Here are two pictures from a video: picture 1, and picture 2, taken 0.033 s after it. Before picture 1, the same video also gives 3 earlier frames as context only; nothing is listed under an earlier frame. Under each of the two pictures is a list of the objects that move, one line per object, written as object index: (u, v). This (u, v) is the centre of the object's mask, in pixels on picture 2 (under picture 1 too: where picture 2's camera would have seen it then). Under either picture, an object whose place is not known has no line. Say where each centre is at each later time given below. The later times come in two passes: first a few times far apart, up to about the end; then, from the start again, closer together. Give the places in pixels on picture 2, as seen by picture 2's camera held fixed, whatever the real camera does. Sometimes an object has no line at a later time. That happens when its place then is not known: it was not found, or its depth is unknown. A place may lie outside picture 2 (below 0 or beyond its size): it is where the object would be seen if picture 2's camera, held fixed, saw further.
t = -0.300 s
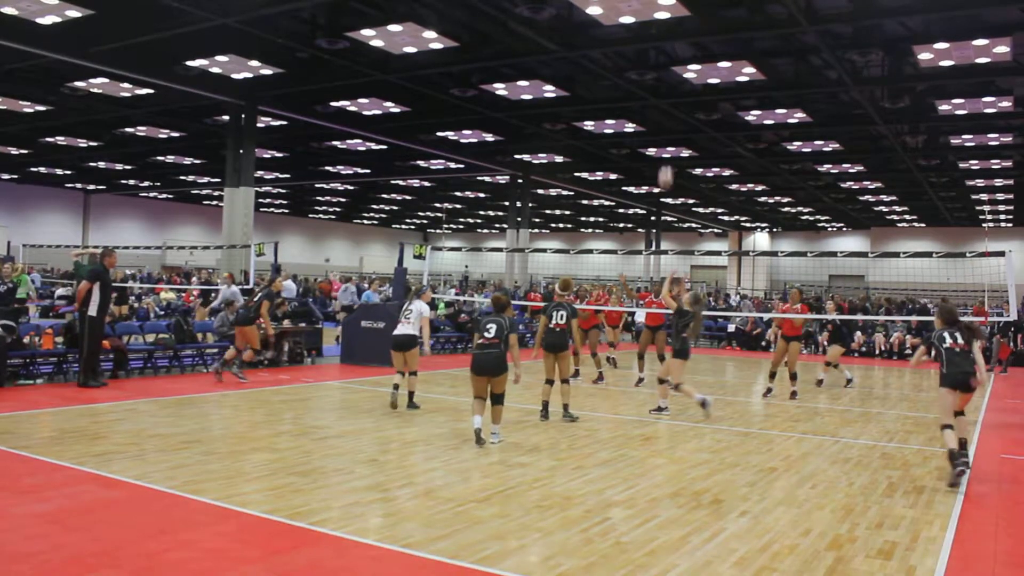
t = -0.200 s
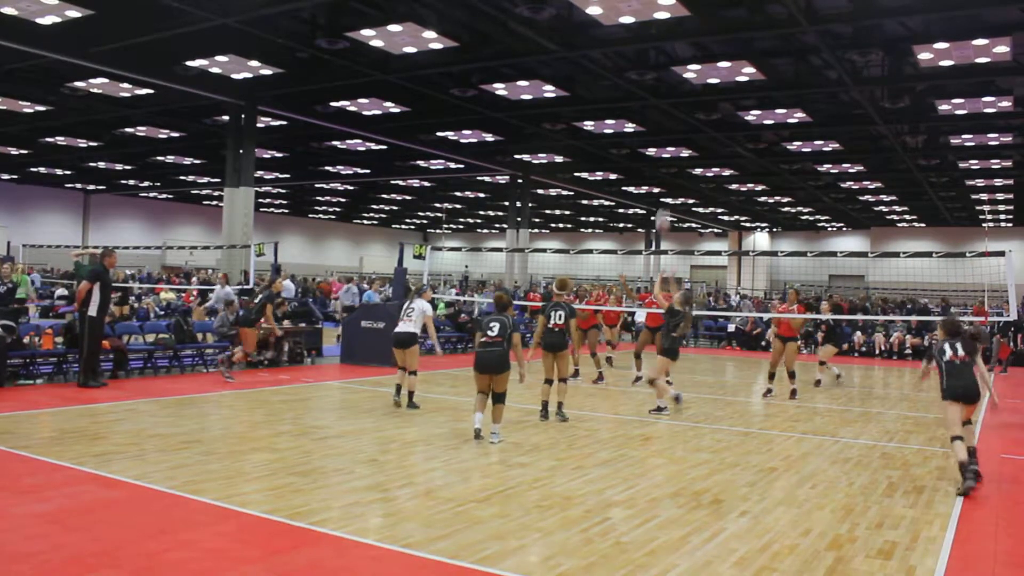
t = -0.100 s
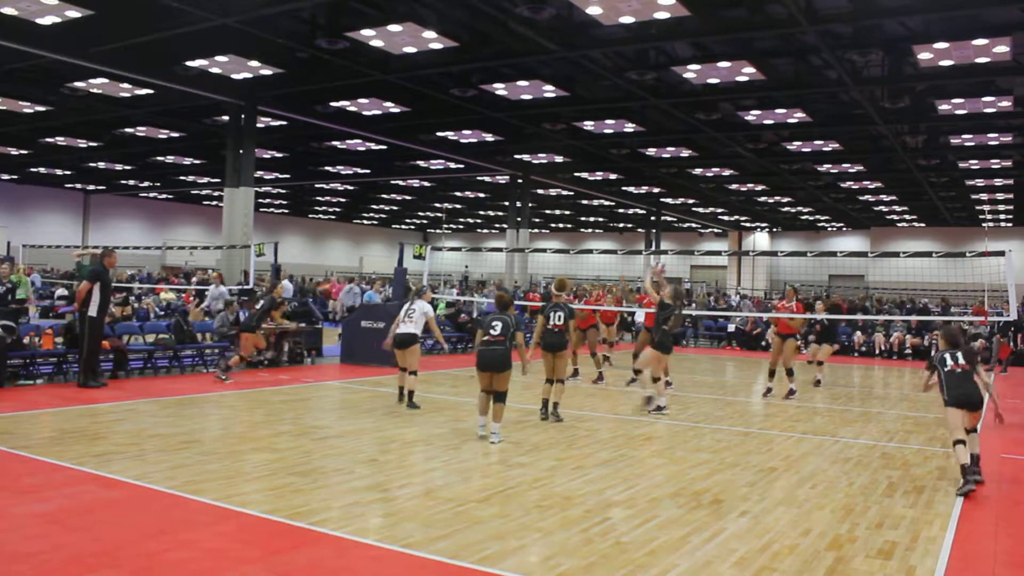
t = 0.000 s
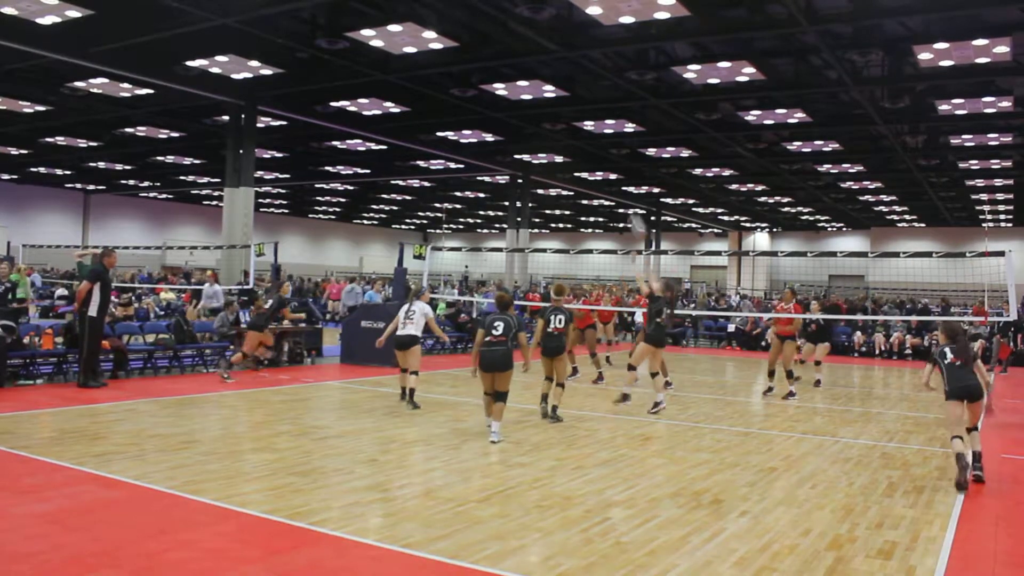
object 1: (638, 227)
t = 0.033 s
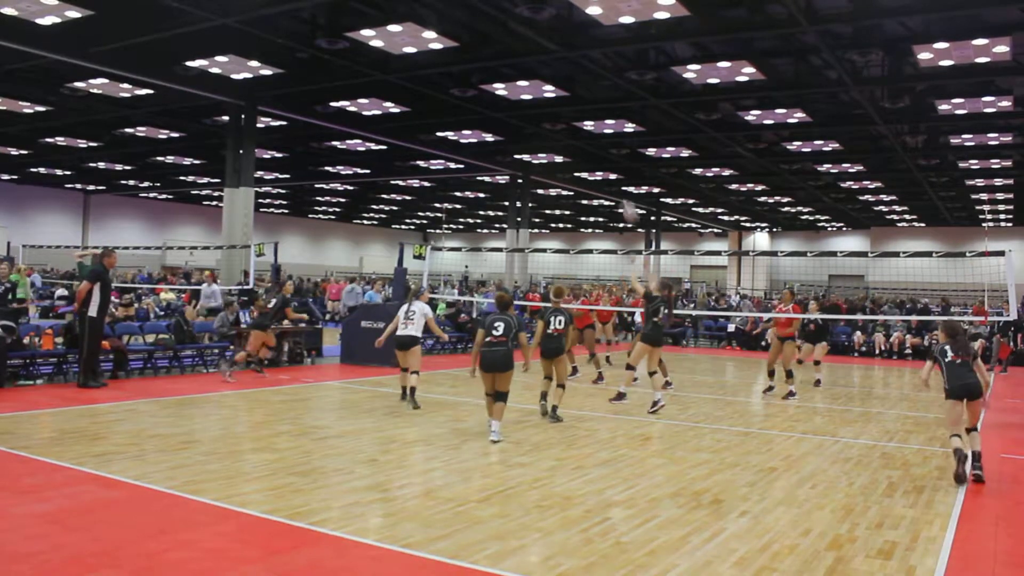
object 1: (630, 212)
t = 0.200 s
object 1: (593, 154)
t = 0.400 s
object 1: (554, 117)
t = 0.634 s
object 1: (514, 109)
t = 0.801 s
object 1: (488, 124)
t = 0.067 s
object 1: (622, 198)
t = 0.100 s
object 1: (615, 187)
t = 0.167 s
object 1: (600, 163)
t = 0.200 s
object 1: (593, 154)
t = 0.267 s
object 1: (580, 139)
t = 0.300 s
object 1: (573, 132)
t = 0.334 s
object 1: (567, 126)
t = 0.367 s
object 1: (561, 121)
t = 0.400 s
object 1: (554, 117)
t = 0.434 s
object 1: (548, 114)
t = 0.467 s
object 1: (543, 111)
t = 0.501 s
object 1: (537, 110)
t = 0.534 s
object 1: (531, 108)
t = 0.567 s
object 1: (525, 108)
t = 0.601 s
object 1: (520, 108)
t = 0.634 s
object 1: (514, 109)
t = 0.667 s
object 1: (509, 111)
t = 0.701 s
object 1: (504, 113)
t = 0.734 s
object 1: (498, 116)
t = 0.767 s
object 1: (493, 120)
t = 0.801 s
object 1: (488, 124)
